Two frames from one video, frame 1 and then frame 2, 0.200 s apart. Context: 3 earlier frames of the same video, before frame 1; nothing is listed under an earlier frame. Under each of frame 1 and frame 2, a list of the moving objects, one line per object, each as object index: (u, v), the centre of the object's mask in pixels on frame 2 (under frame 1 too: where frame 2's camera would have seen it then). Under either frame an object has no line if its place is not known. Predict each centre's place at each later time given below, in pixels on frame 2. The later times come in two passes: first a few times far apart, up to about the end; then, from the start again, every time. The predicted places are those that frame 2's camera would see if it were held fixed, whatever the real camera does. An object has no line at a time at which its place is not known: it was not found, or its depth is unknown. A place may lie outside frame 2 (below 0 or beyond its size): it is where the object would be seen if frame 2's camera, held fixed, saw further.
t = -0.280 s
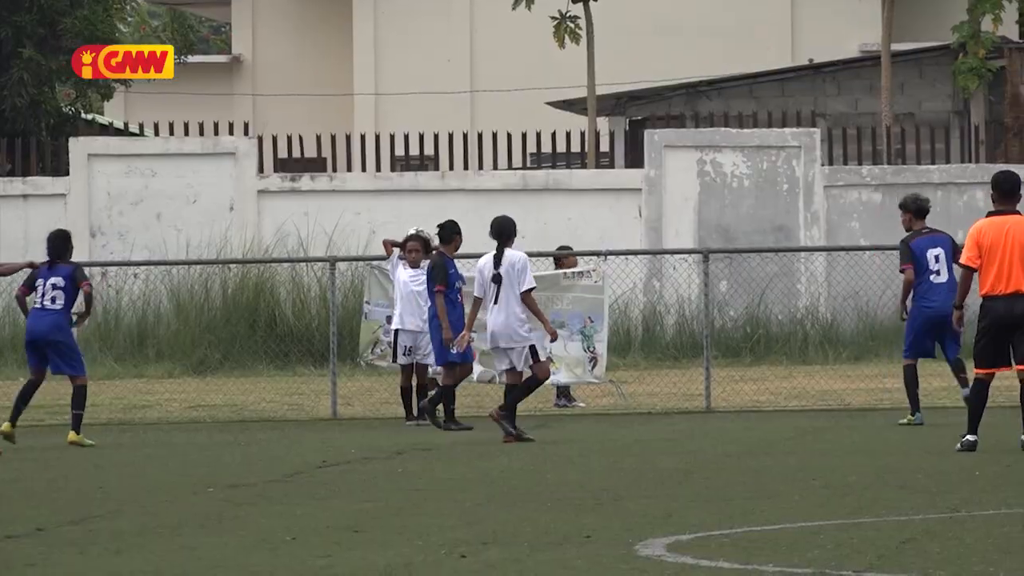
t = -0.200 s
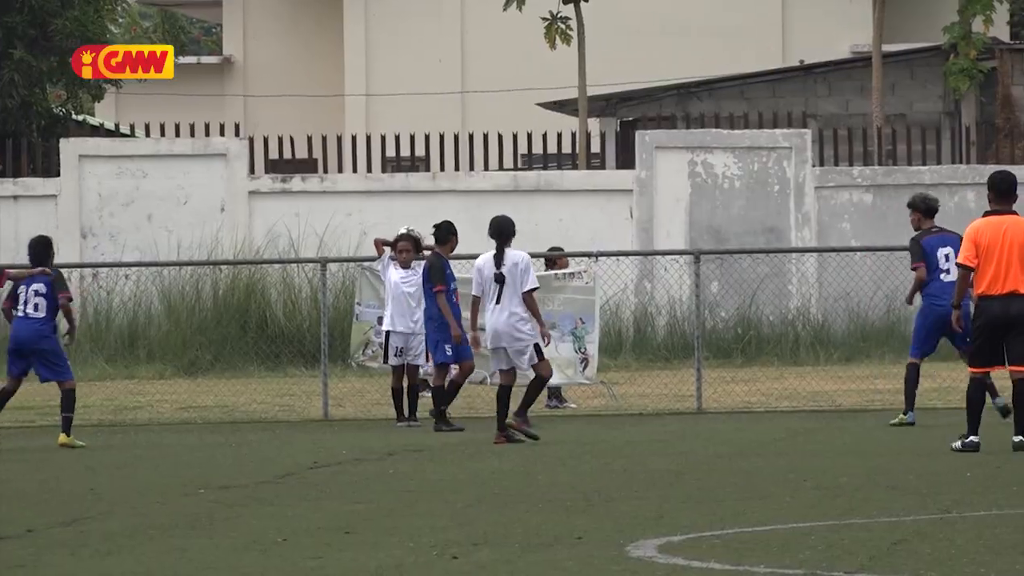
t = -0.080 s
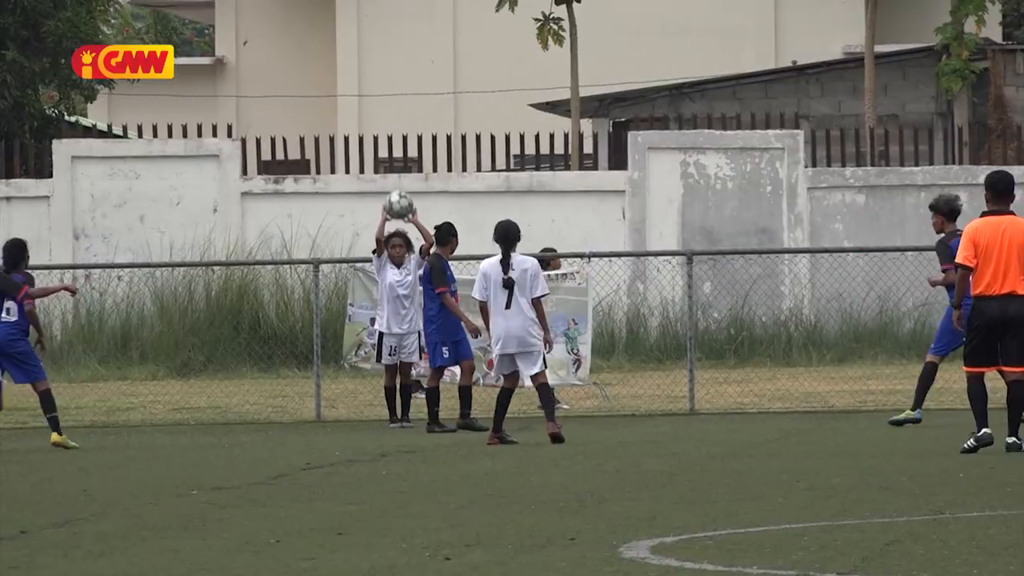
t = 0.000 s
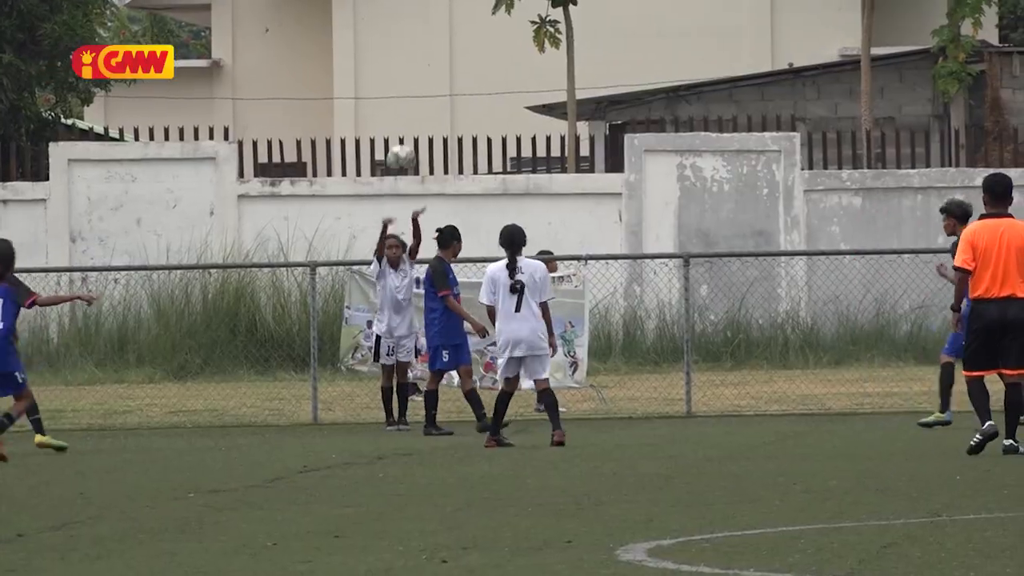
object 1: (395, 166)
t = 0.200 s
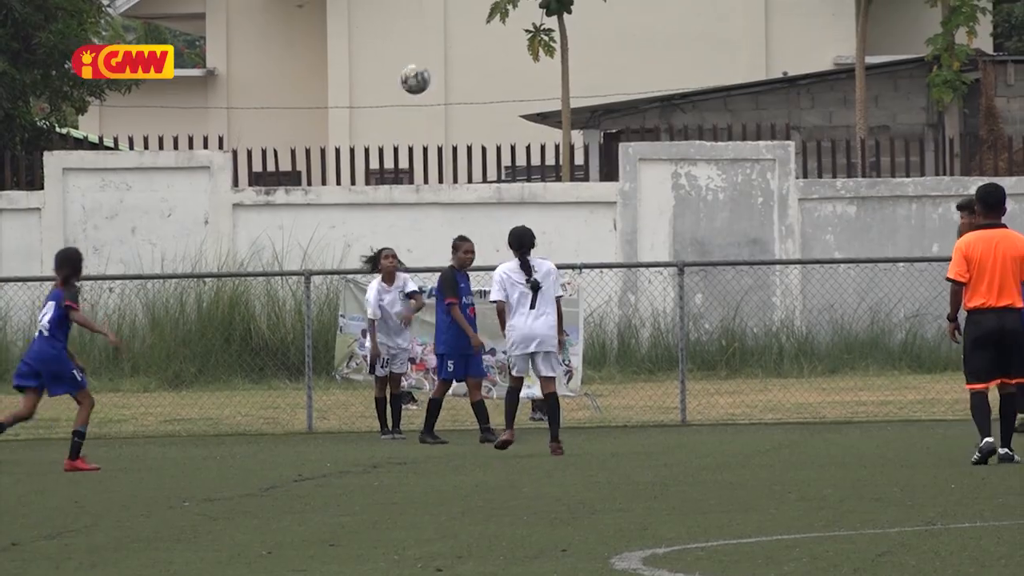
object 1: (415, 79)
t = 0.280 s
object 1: (423, 58)
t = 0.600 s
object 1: (457, 50)
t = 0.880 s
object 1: (490, 158)
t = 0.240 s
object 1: (419, 67)
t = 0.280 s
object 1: (423, 58)
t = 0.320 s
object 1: (427, 50)
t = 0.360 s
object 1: (431, 44)
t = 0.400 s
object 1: (436, 39)
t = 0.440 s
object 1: (440, 37)
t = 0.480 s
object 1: (444, 37)
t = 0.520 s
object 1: (448, 39)
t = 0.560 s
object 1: (453, 43)
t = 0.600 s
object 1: (457, 50)
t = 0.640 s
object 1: (462, 58)
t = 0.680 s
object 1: (466, 69)
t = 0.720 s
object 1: (471, 82)
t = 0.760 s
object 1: (476, 98)
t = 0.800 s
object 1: (480, 115)
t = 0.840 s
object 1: (485, 135)
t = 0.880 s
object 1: (490, 158)
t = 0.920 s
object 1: (495, 182)
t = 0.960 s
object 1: (499, 210)
